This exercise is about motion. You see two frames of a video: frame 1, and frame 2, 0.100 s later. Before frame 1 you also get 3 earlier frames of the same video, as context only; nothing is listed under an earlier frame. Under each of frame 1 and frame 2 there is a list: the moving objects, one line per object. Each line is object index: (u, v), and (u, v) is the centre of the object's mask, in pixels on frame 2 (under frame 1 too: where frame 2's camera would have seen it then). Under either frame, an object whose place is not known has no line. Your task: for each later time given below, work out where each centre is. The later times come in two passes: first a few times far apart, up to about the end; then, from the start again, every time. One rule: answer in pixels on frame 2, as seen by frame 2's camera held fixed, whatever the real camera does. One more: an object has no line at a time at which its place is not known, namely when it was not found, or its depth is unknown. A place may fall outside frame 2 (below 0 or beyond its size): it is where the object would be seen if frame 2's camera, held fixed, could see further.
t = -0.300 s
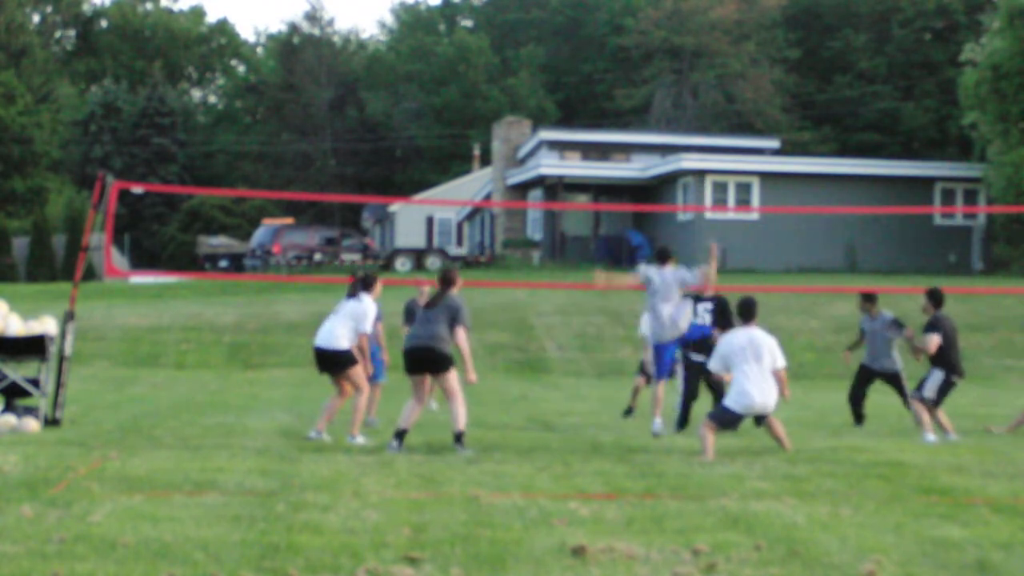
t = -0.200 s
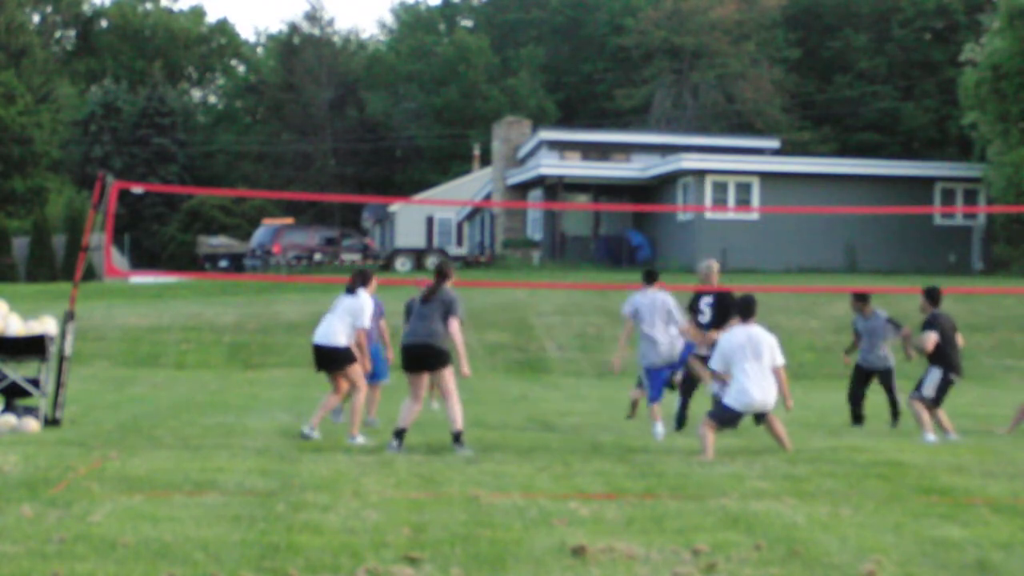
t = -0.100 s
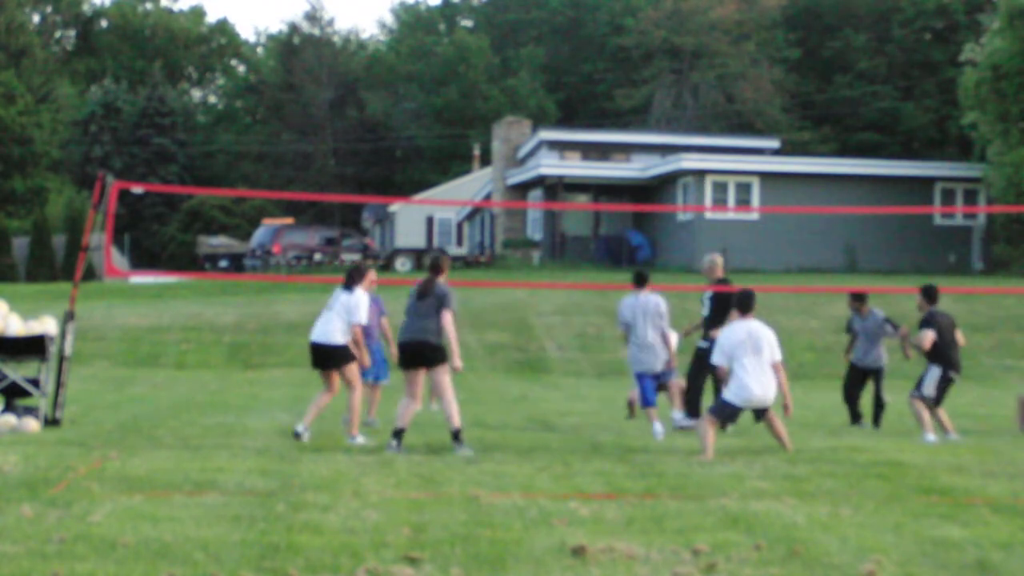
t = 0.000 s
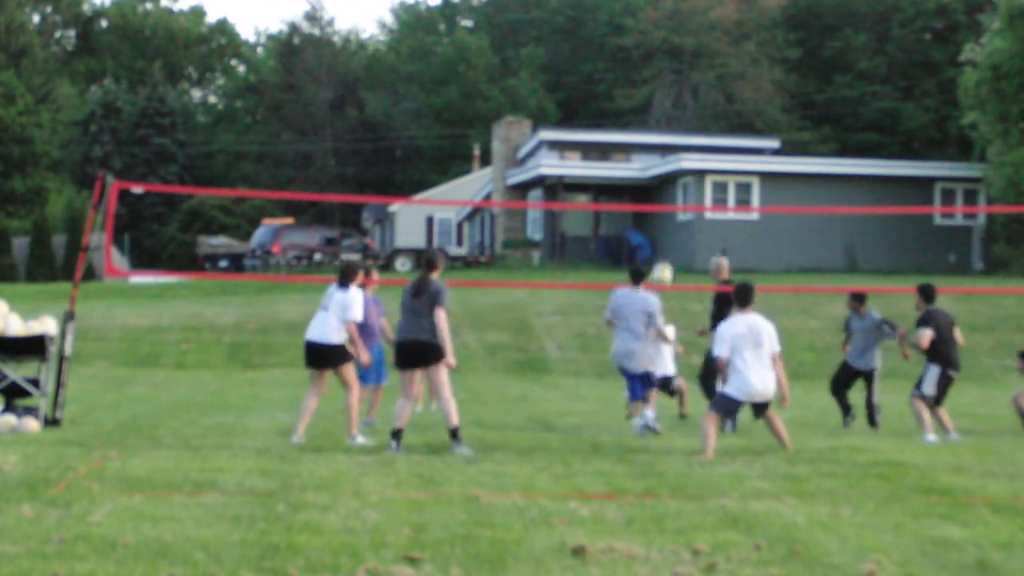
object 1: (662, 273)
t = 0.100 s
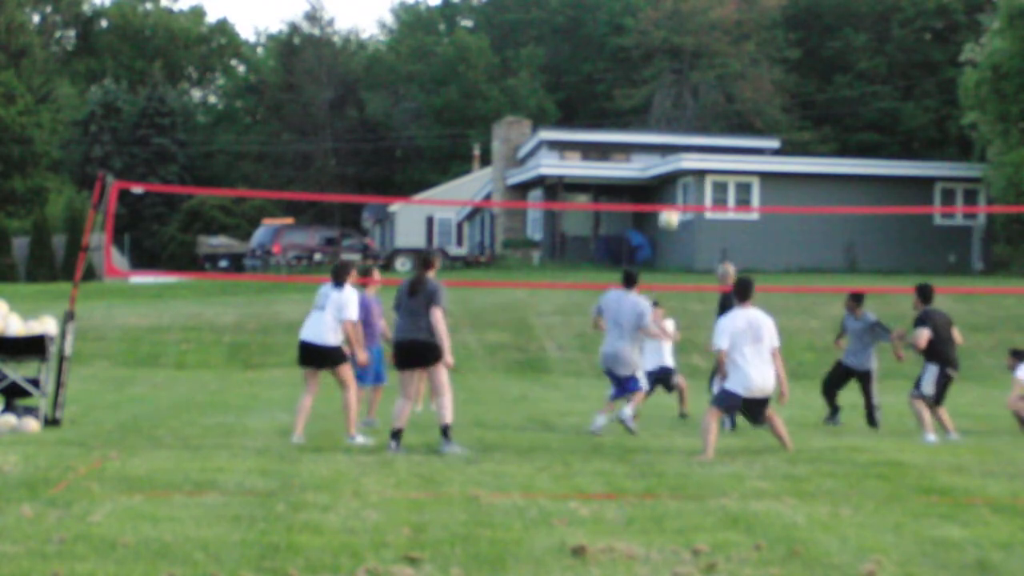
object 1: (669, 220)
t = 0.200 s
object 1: (678, 170)
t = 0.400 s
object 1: (691, 96)
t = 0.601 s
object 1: (707, 56)
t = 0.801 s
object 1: (723, 52)
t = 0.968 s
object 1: (738, 75)
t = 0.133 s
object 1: (671, 197)
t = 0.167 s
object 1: (673, 184)
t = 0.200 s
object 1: (678, 170)
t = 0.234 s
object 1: (679, 154)
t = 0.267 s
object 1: (682, 140)
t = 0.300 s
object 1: (684, 127)
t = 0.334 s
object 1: (686, 116)
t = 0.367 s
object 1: (689, 106)
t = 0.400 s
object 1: (691, 96)
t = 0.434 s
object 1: (694, 87)
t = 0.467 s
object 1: (696, 79)
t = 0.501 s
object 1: (699, 72)
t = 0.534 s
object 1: (702, 66)
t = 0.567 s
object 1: (704, 60)
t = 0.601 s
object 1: (707, 56)
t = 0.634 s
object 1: (710, 53)
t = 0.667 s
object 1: (713, 51)
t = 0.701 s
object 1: (715, 50)
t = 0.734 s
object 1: (718, 49)
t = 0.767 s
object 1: (721, 50)
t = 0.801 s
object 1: (723, 52)
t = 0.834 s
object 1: (726, 54)
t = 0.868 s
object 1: (729, 58)
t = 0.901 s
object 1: (732, 62)
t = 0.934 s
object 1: (735, 68)
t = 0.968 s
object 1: (738, 75)
